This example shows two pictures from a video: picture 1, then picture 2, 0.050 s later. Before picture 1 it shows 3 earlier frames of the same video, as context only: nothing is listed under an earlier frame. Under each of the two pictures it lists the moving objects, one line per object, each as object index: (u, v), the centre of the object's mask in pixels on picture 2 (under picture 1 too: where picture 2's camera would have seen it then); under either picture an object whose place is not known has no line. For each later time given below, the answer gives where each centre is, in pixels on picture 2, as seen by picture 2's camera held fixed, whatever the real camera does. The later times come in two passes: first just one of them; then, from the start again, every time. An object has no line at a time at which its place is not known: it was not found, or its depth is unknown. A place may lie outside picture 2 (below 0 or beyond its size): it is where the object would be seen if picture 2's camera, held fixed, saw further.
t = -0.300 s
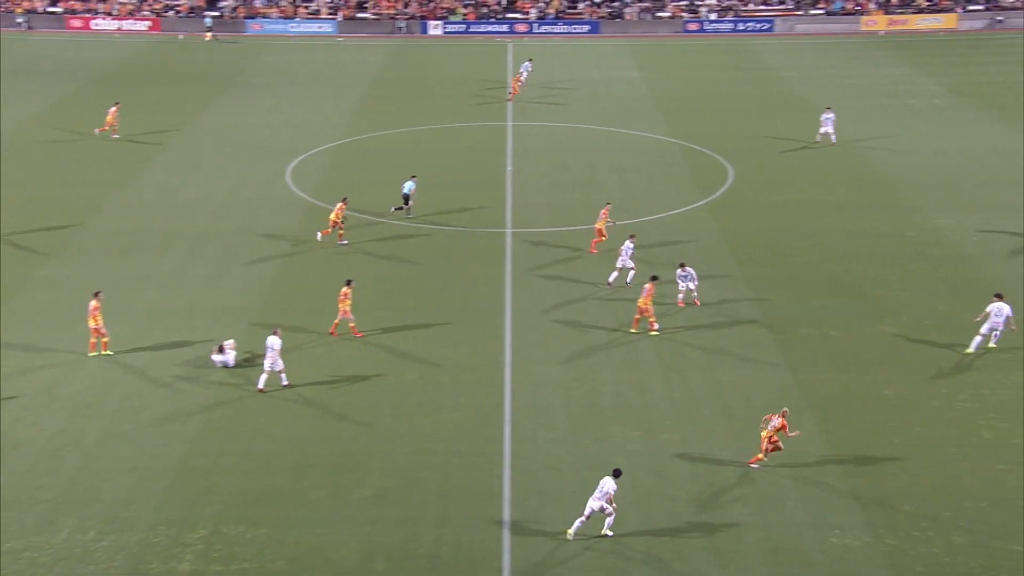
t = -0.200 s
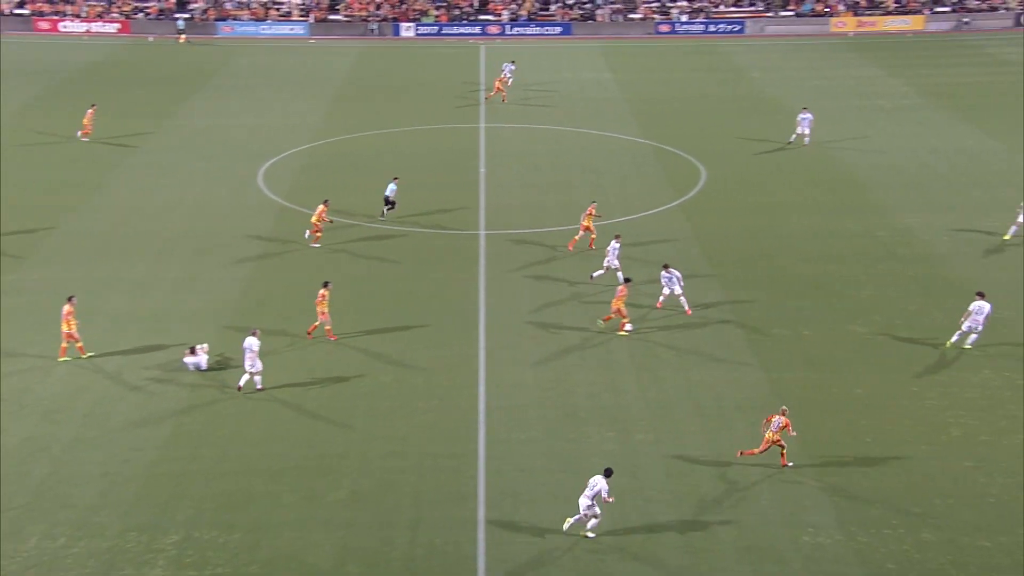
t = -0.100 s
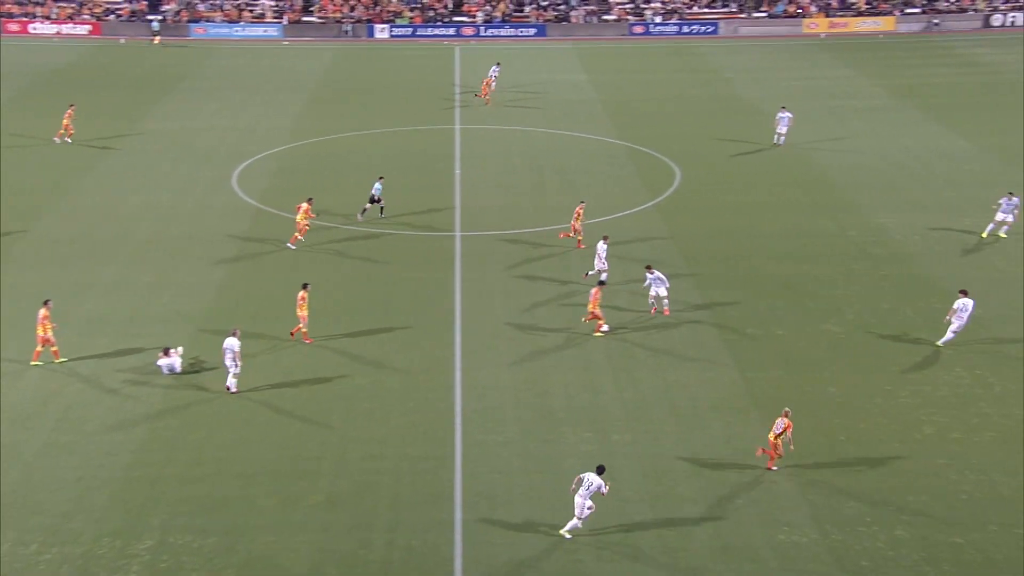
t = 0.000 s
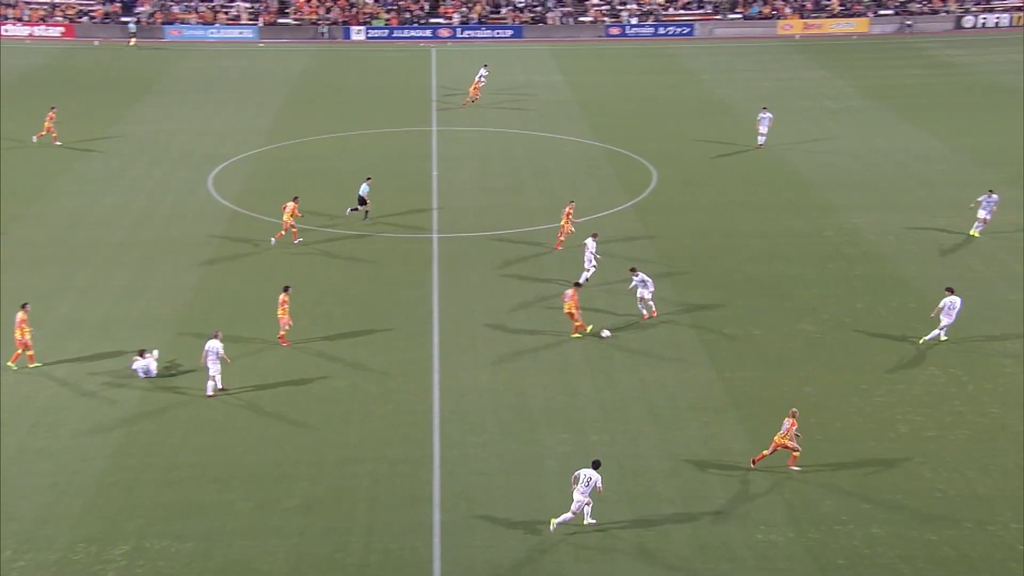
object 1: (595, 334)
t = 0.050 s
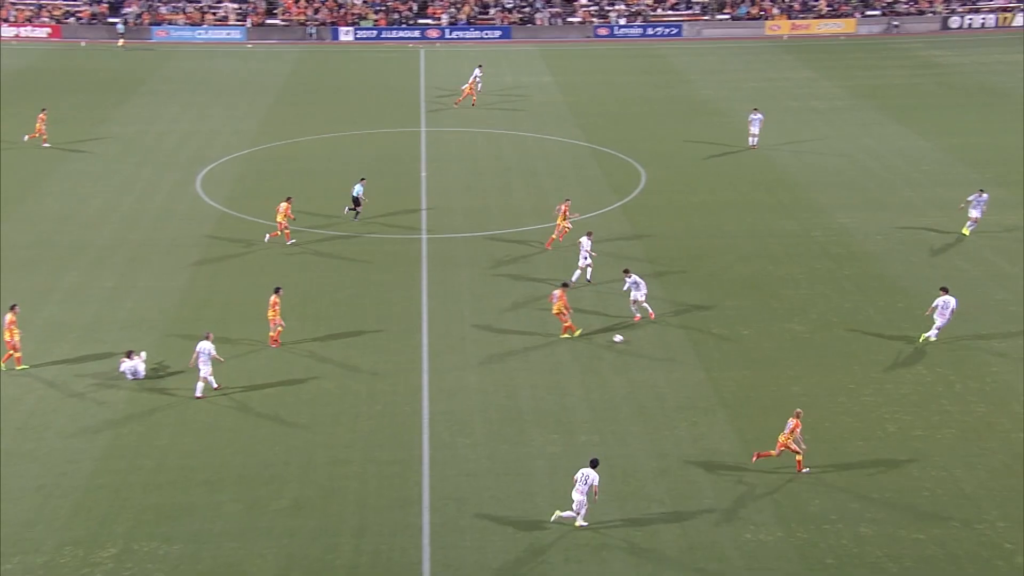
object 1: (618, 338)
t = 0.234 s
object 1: (700, 356)
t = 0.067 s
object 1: (625, 340)
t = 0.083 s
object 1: (633, 342)
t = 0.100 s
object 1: (641, 343)
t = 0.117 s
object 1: (648, 345)
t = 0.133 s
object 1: (656, 346)
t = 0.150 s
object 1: (663, 348)
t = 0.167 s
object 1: (671, 350)
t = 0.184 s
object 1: (678, 351)
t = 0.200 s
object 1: (685, 352)
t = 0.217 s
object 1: (693, 354)
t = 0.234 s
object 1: (700, 356)
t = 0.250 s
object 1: (707, 357)
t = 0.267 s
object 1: (715, 359)
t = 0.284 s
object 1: (722, 361)
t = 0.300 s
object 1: (730, 362)
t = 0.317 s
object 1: (737, 364)
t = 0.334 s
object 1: (745, 366)
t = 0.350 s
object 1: (752, 367)
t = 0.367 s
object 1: (759, 369)
